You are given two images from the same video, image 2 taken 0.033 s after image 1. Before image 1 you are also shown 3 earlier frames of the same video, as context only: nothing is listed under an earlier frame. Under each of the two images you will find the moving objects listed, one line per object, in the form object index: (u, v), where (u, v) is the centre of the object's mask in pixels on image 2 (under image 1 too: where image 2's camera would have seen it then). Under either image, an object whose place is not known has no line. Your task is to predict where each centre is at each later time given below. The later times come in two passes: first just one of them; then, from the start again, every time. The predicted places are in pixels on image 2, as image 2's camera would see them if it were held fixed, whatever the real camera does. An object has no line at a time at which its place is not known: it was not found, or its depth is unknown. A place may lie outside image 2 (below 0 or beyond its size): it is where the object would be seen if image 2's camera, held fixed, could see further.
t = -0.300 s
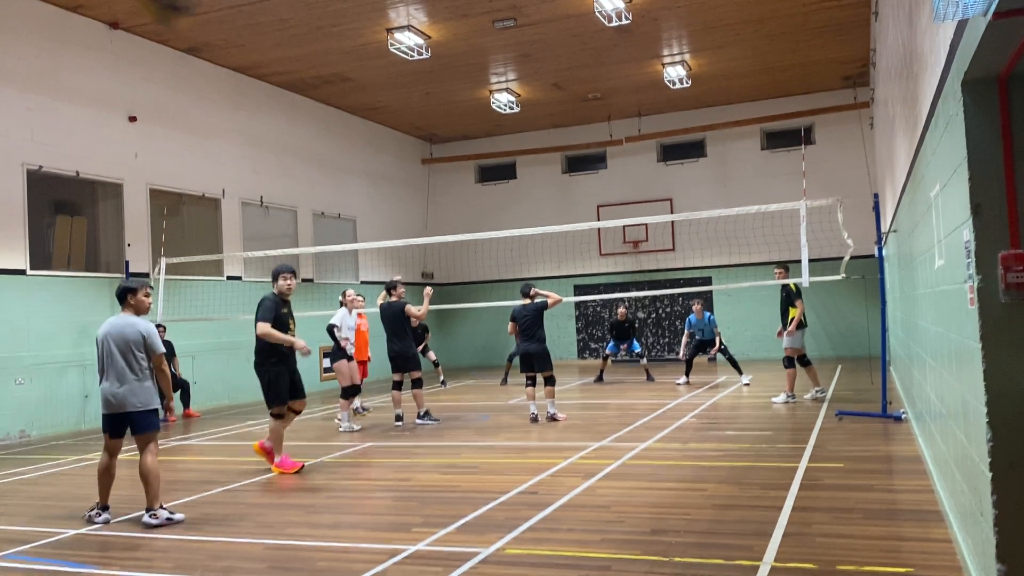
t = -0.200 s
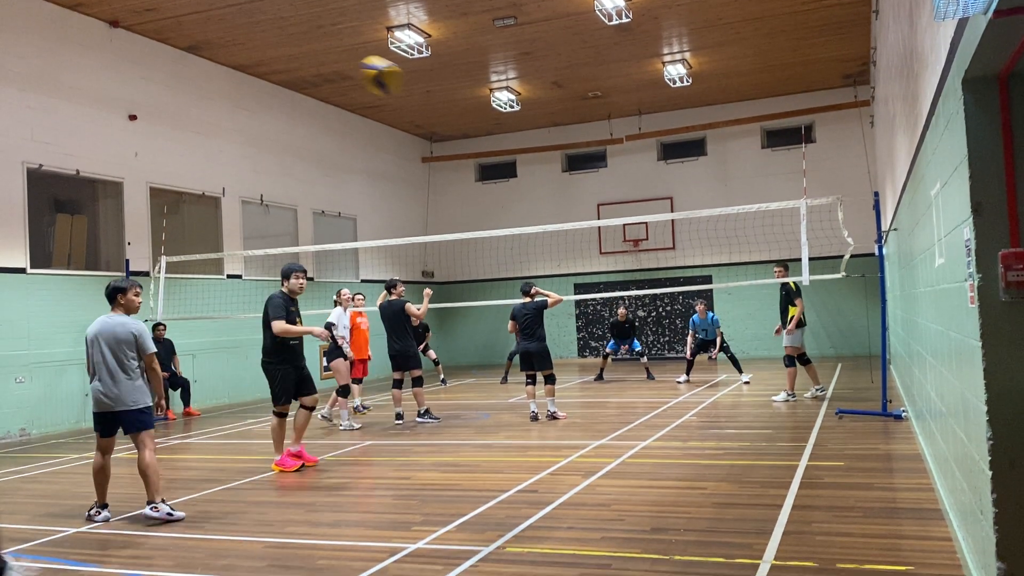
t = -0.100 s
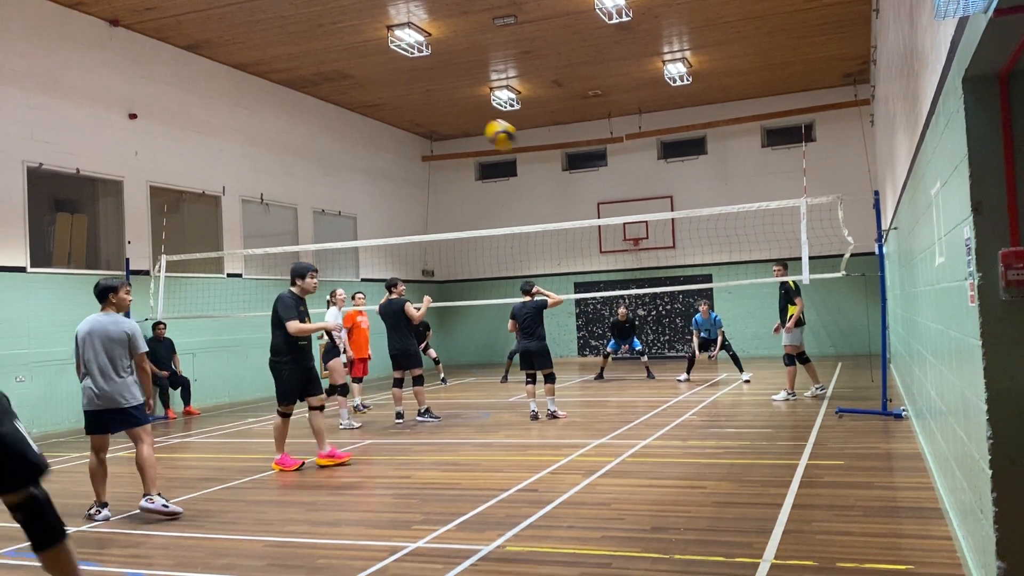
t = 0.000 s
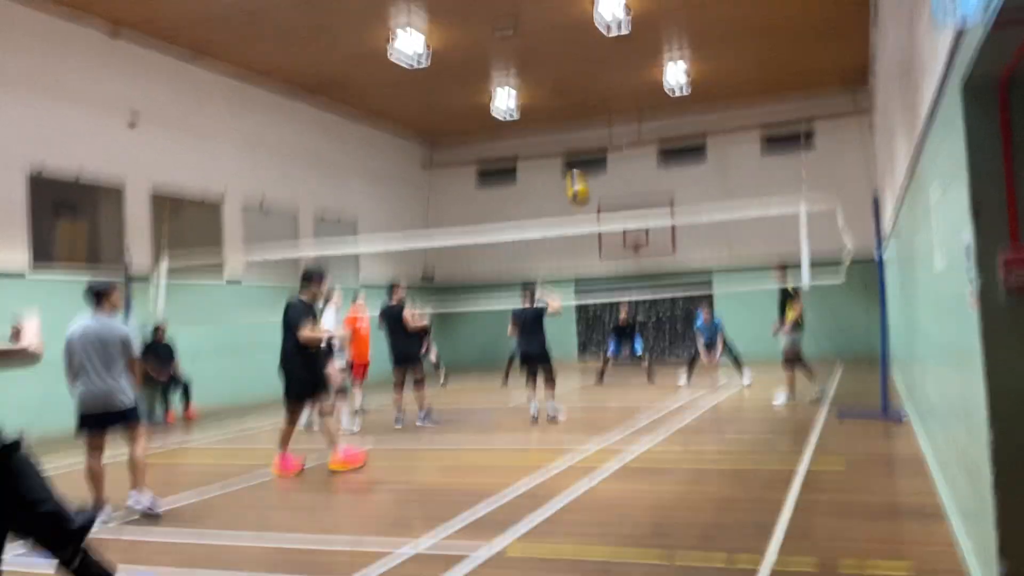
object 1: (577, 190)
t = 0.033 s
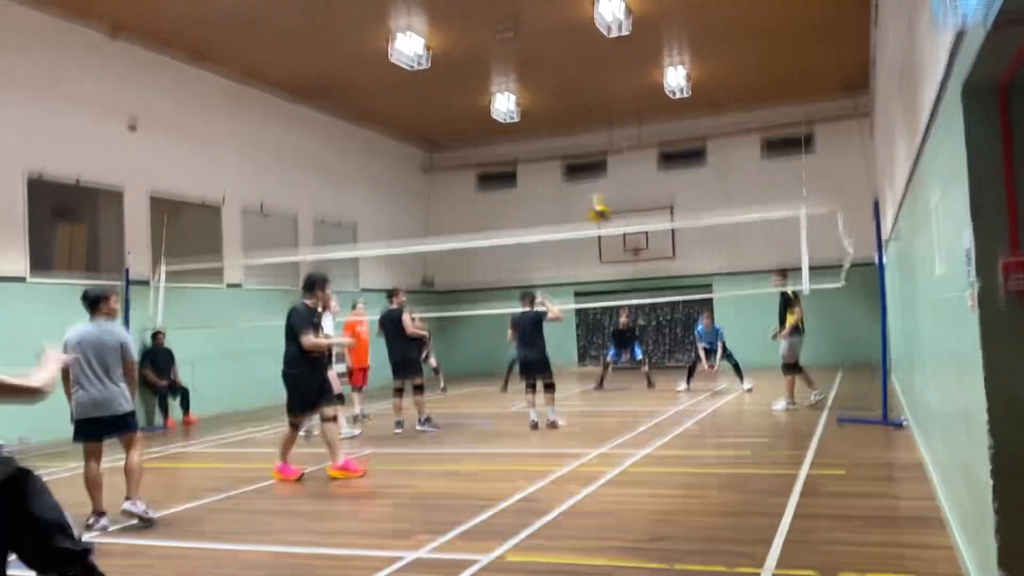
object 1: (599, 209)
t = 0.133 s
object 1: (647, 260)
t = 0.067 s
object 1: (616, 223)
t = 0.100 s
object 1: (631, 240)
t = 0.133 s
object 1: (647, 260)
